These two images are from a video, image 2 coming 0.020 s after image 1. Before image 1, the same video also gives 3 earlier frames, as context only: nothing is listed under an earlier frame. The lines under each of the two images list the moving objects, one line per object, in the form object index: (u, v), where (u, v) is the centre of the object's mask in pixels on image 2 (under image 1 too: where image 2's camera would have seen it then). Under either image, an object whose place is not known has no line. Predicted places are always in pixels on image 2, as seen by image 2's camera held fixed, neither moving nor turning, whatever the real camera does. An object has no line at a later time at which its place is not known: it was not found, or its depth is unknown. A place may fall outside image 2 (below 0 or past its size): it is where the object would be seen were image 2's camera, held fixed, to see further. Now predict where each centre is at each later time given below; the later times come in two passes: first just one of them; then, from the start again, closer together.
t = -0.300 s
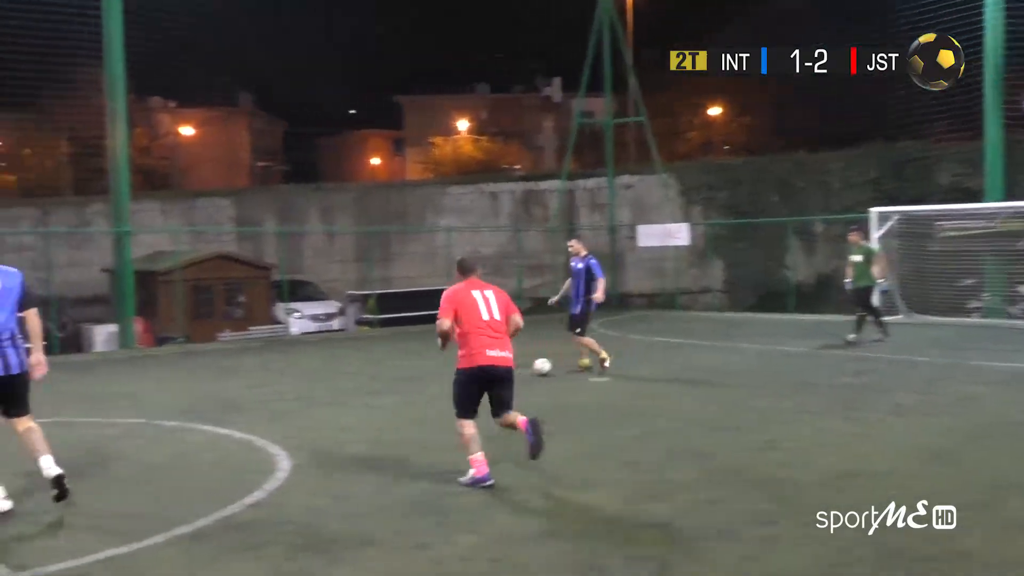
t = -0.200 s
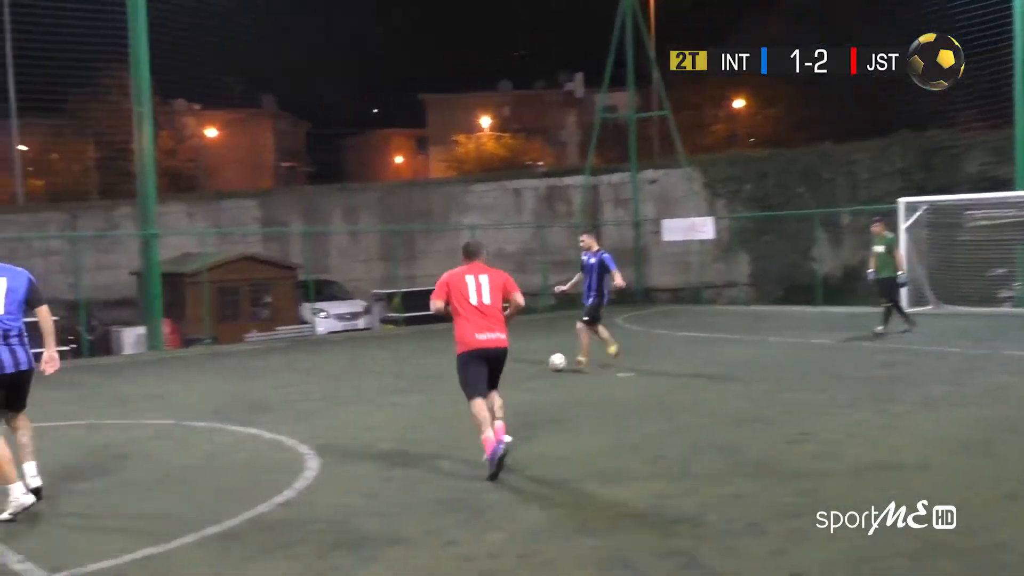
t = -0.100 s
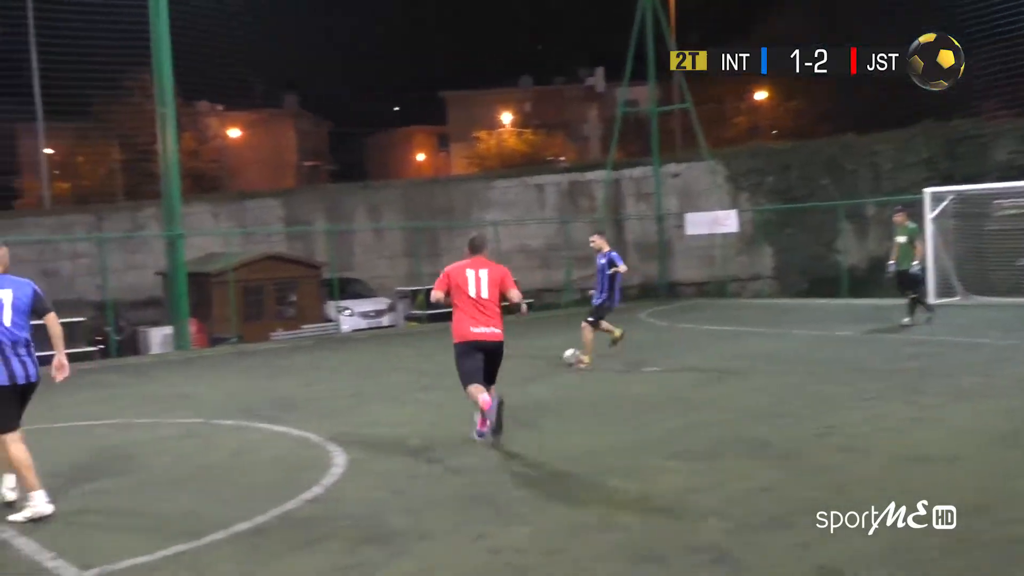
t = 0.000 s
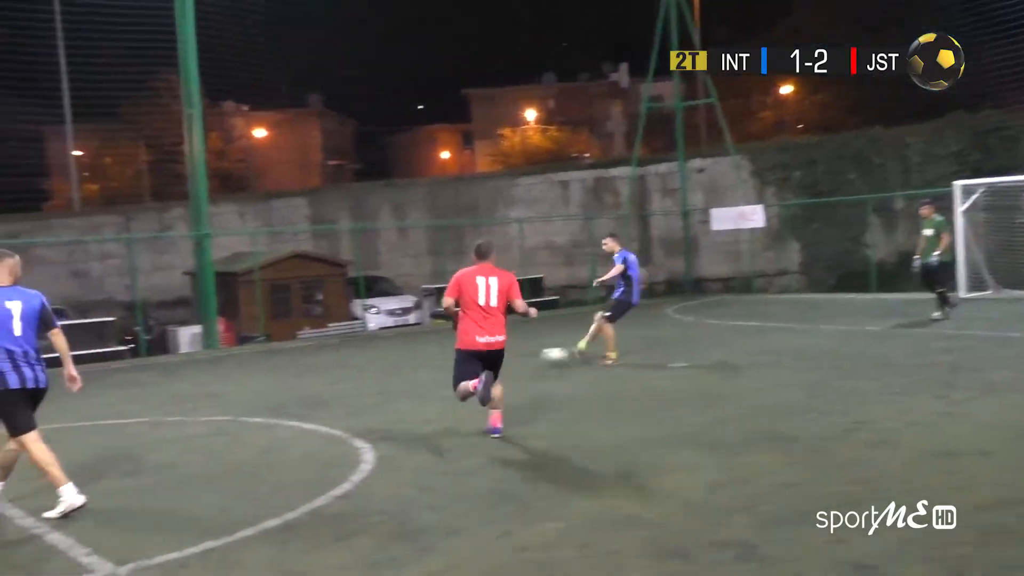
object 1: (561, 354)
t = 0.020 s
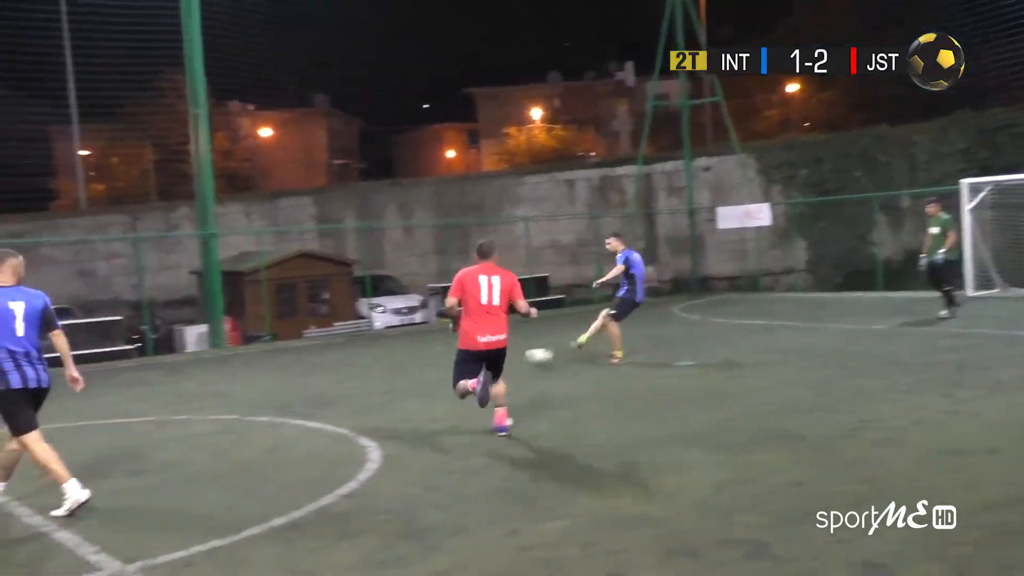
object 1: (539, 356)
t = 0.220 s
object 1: (292, 393)
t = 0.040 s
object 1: (517, 358)
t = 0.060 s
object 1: (503, 360)
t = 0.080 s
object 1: (470, 367)
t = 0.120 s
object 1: (417, 373)
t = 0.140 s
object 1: (394, 377)
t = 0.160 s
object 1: (368, 383)
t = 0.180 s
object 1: (343, 386)
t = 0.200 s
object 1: (318, 389)
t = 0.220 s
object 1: (292, 393)
